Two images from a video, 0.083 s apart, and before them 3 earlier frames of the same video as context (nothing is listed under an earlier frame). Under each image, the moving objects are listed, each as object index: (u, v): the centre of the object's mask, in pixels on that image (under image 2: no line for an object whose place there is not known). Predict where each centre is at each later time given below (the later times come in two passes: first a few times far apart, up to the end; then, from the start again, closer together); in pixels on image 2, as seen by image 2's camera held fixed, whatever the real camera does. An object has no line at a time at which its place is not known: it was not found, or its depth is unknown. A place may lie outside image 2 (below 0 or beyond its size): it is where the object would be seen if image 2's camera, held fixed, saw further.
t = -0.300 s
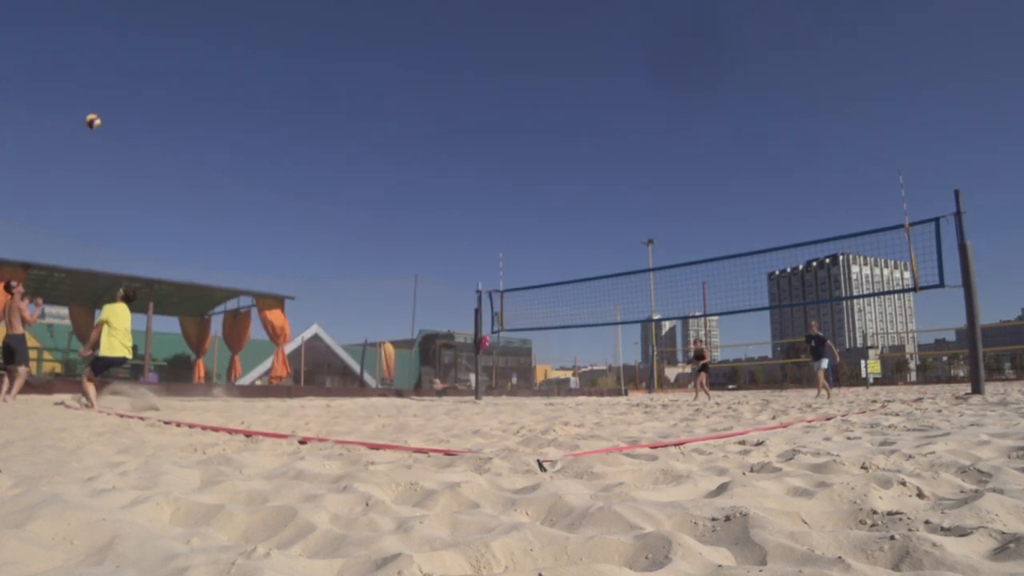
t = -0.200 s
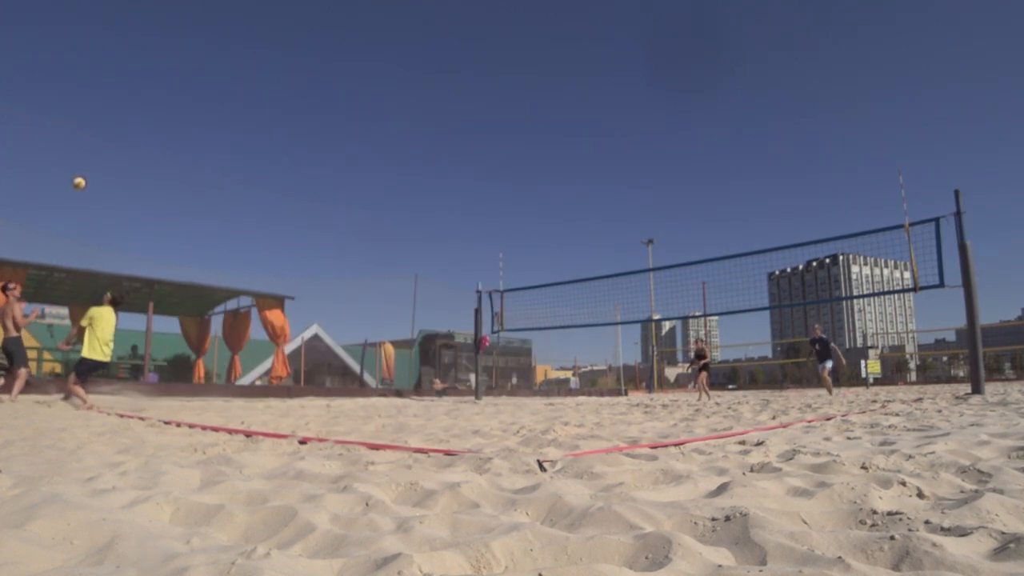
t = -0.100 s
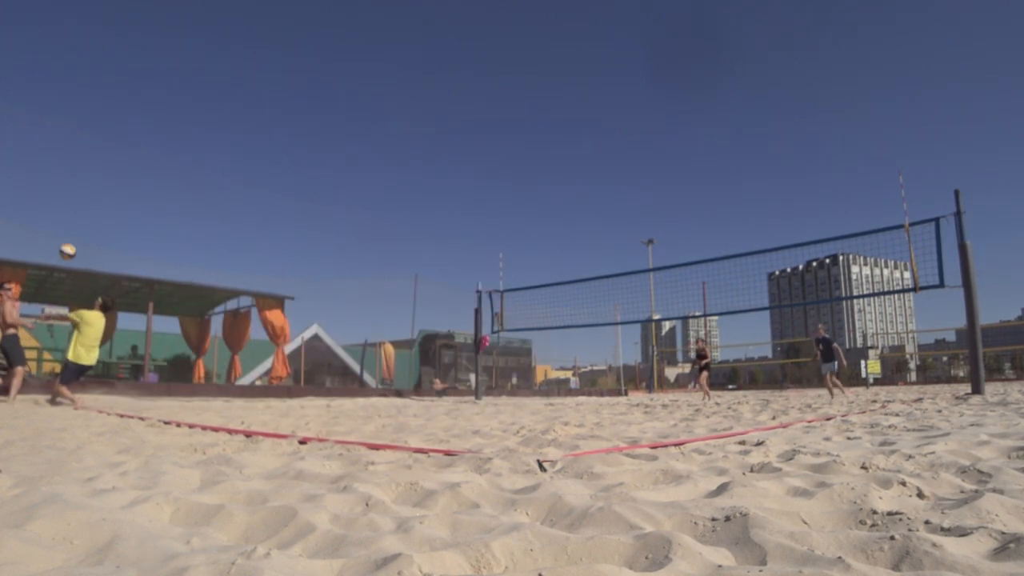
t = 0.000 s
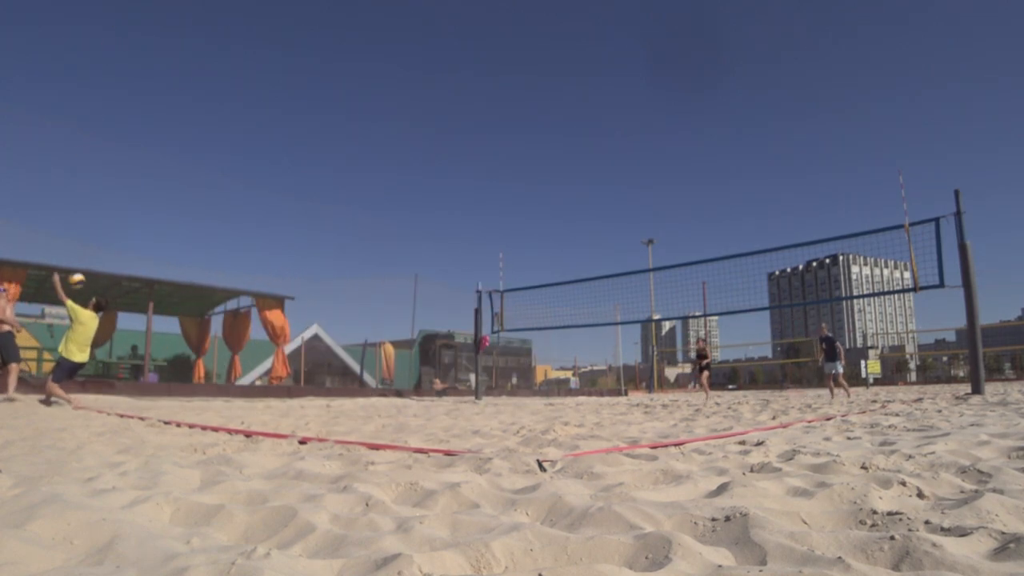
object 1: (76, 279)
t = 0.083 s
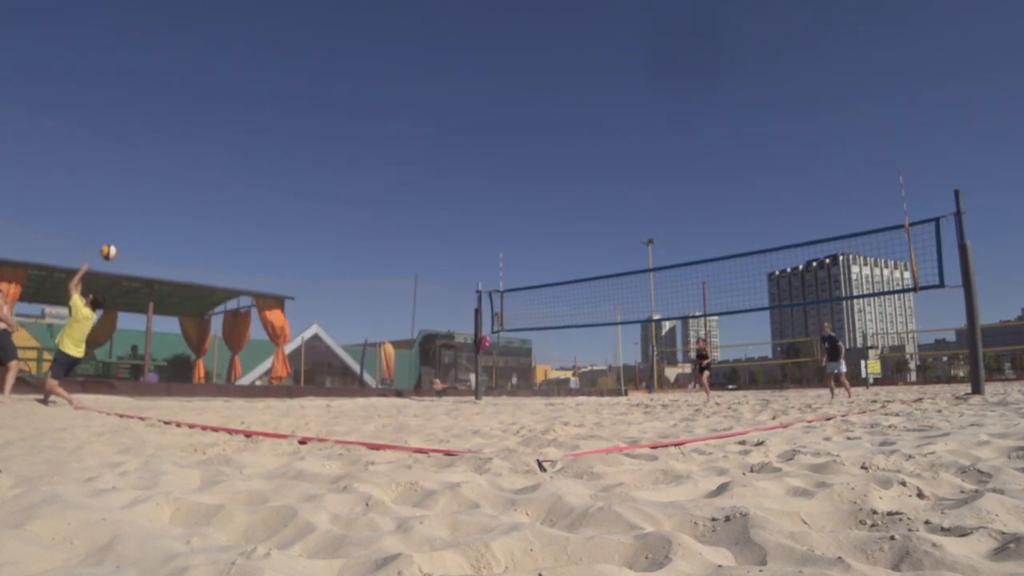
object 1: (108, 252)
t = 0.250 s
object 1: (172, 211)
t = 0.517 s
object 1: (277, 188)
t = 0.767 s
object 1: (379, 219)
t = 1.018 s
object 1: (488, 309)
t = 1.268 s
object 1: (589, 379)
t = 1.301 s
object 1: (599, 369)
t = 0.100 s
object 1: (114, 247)
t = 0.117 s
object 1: (121, 242)
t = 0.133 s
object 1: (127, 237)
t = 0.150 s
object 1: (133, 233)
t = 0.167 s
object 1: (139, 229)
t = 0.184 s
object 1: (146, 225)
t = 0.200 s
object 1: (153, 221)
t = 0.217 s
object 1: (159, 217)
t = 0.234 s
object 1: (165, 214)
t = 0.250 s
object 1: (172, 211)
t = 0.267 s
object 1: (178, 208)
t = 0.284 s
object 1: (185, 205)
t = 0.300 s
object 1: (191, 203)
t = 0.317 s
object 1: (198, 200)
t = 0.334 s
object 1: (204, 198)
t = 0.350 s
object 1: (210, 195)
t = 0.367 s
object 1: (217, 194)
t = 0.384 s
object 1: (224, 193)
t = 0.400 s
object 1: (230, 192)
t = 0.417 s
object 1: (237, 190)
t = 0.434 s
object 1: (244, 189)
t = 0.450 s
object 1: (250, 189)
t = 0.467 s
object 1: (257, 188)
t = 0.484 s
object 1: (263, 188)
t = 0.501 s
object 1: (270, 188)
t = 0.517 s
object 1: (277, 188)
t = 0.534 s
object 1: (284, 188)
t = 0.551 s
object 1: (290, 189)
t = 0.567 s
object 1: (297, 190)
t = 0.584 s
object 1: (303, 191)
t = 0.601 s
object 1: (310, 192)
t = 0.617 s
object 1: (317, 194)
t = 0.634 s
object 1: (324, 196)
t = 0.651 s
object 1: (331, 198)
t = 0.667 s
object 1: (337, 200)
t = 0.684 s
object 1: (344, 203)
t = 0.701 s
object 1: (351, 205)
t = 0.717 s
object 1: (358, 208)
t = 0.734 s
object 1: (365, 212)
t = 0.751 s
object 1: (372, 215)
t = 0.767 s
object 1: (379, 219)
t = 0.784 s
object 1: (386, 223)
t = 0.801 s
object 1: (393, 227)
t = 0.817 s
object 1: (400, 232)
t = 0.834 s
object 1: (407, 236)
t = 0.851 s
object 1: (414, 242)
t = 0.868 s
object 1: (421, 248)
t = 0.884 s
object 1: (428, 253)
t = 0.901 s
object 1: (436, 259)
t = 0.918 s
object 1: (443, 266)
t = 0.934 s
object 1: (450, 271)
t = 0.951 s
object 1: (457, 278)
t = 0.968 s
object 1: (464, 286)
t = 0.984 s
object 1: (472, 294)
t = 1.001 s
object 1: (479, 299)
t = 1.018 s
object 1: (488, 309)
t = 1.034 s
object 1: (494, 319)
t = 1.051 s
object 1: (501, 326)
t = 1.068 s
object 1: (509, 335)
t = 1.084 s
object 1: (517, 345)
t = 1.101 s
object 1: (525, 356)
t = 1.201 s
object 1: (567, 404)
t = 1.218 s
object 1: (573, 398)
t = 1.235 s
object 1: (578, 392)
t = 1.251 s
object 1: (583, 386)
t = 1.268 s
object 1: (589, 379)
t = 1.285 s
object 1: (594, 375)
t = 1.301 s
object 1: (599, 369)
